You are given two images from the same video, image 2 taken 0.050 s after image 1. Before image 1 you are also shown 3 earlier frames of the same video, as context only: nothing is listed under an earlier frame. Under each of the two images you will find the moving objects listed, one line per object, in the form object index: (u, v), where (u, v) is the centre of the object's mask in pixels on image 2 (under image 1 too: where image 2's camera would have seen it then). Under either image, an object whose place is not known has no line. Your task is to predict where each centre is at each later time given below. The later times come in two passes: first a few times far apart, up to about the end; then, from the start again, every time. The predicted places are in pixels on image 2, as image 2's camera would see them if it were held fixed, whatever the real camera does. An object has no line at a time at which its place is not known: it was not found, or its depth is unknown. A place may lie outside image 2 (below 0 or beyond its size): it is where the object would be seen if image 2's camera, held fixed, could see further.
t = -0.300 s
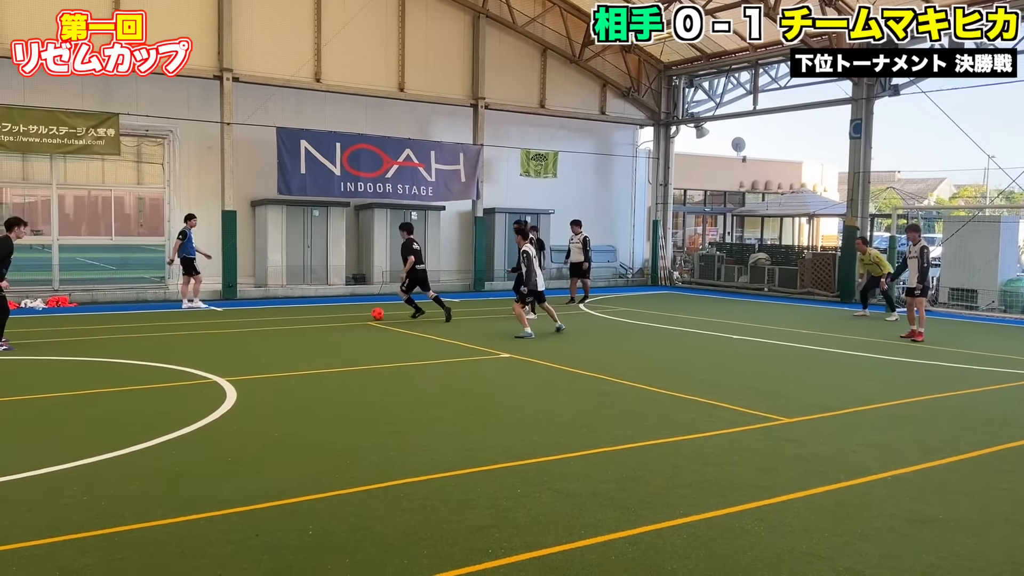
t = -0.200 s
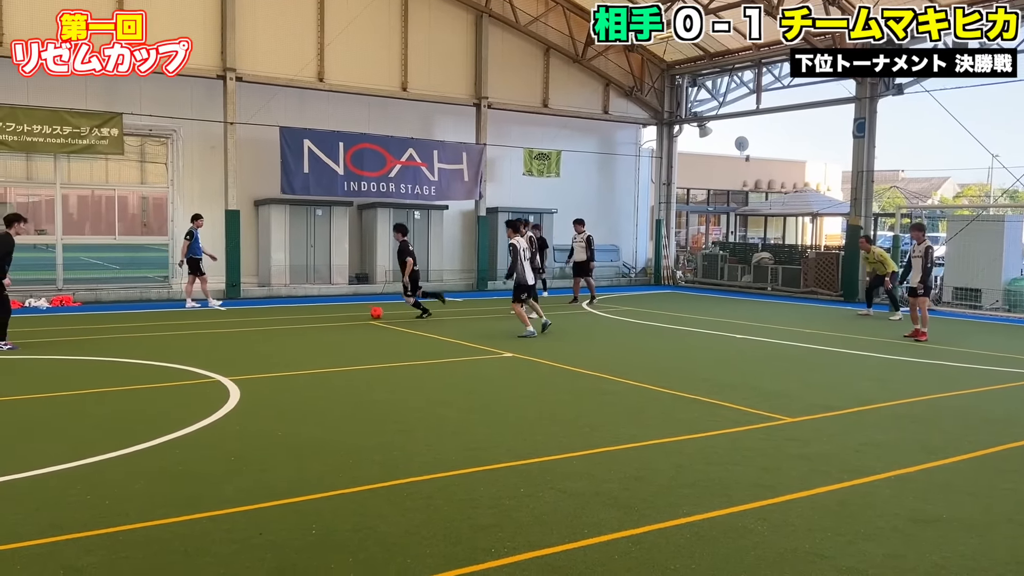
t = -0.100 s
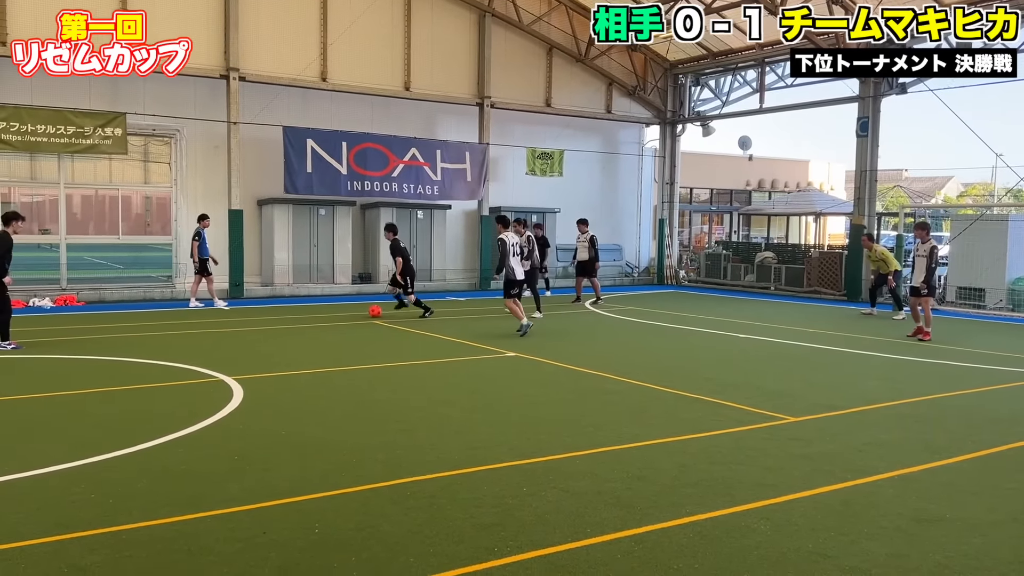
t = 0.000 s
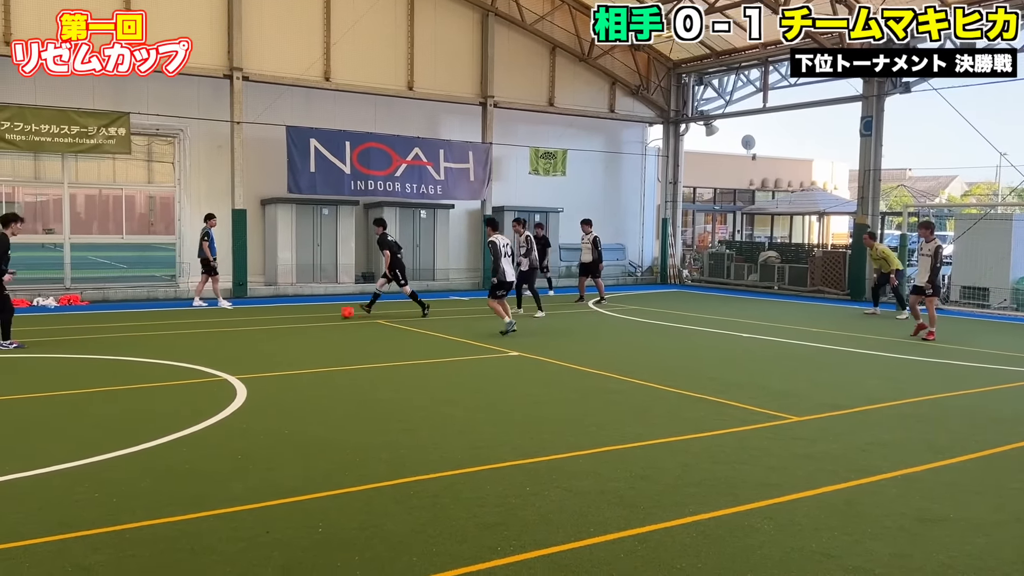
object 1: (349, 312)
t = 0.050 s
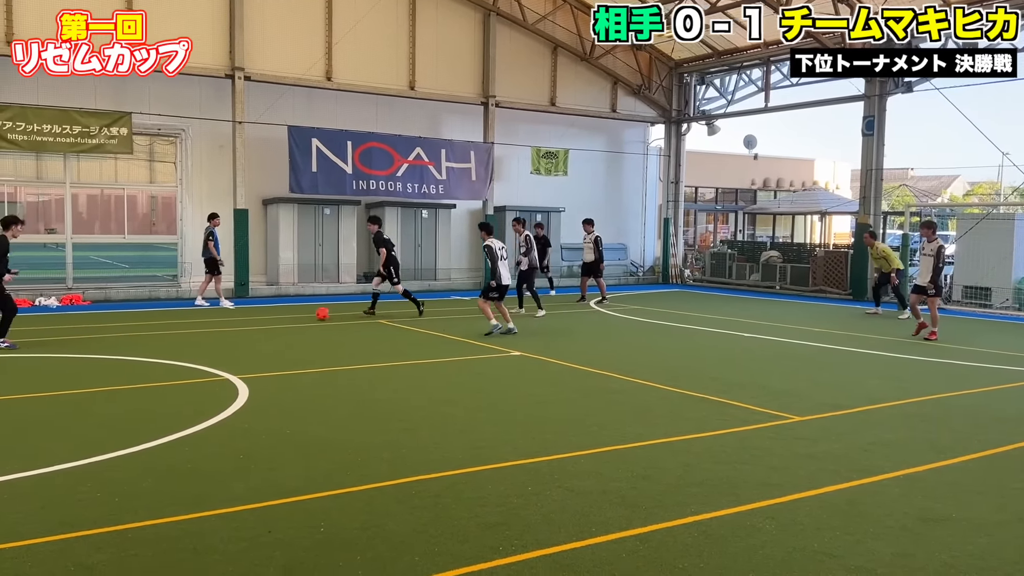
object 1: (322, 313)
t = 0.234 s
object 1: (224, 322)
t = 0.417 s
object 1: (124, 329)
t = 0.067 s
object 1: (313, 315)
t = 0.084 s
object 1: (304, 316)
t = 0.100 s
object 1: (296, 317)
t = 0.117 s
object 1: (286, 317)
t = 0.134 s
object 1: (278, 318)
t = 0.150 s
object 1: (269, 318)
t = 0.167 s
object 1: (260, 319)
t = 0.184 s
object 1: (251, 319)
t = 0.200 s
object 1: (242, 321)
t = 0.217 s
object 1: (232, 322)
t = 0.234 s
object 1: (224, 322)
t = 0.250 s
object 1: (215, 323)
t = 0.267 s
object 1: (205, 323)
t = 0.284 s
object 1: (197, 324)
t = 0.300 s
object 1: (187, 324)
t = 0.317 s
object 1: (178, 325)
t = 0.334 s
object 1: (169, 326)
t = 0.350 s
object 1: (160, 326)
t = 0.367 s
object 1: (150, 327)
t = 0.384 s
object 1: (142, 328)
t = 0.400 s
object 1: (133, 328)
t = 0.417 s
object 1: (124, 329)
